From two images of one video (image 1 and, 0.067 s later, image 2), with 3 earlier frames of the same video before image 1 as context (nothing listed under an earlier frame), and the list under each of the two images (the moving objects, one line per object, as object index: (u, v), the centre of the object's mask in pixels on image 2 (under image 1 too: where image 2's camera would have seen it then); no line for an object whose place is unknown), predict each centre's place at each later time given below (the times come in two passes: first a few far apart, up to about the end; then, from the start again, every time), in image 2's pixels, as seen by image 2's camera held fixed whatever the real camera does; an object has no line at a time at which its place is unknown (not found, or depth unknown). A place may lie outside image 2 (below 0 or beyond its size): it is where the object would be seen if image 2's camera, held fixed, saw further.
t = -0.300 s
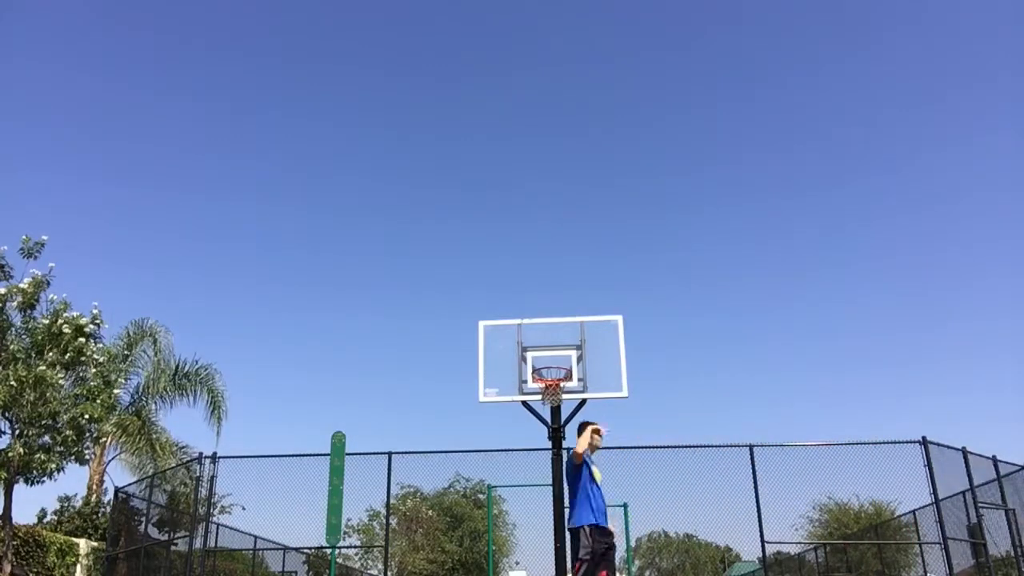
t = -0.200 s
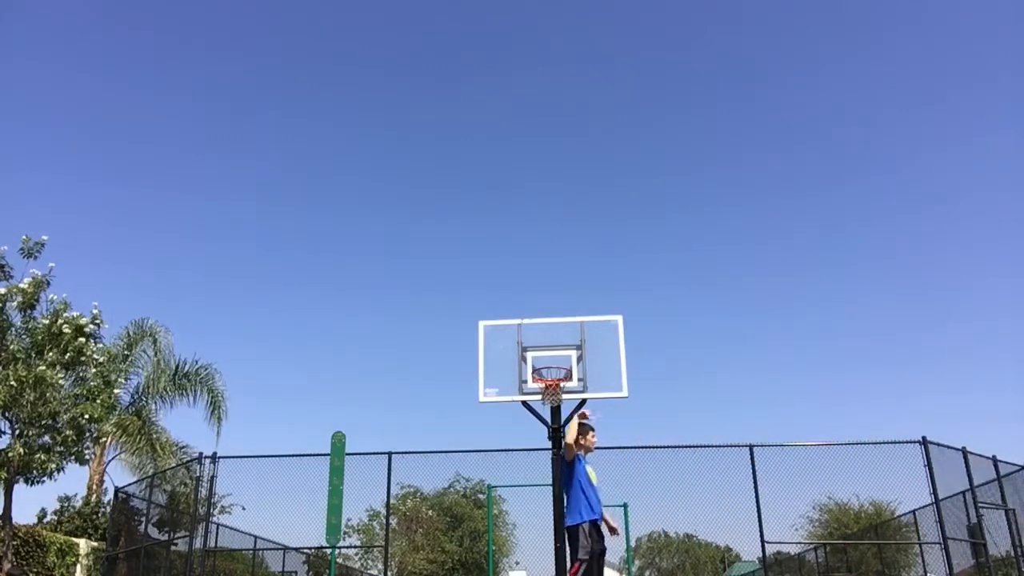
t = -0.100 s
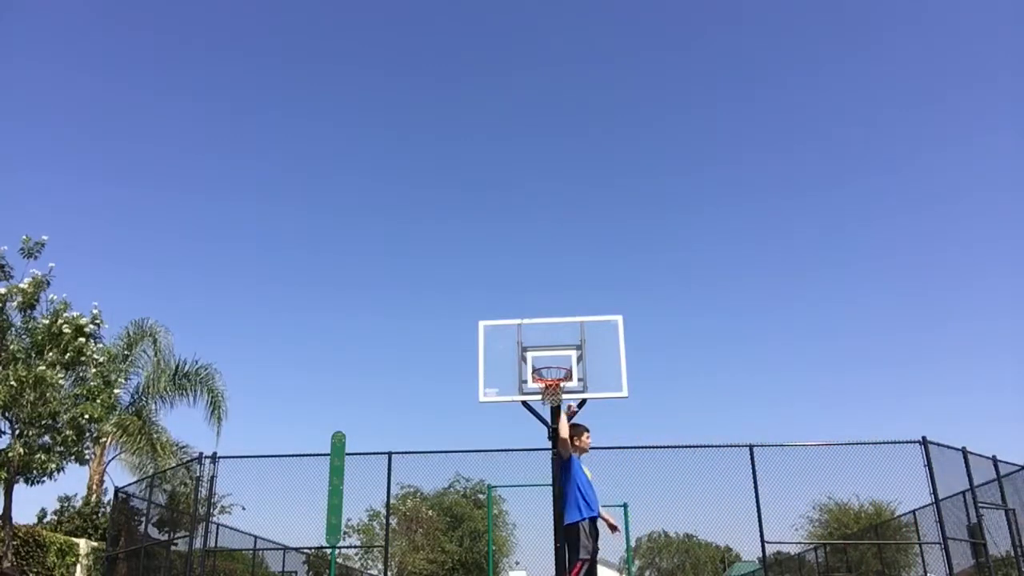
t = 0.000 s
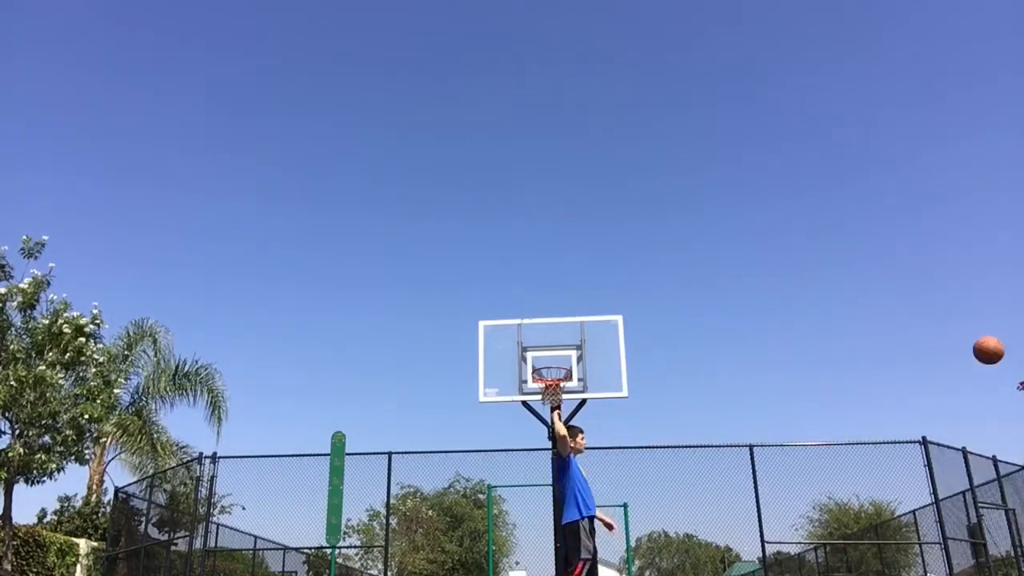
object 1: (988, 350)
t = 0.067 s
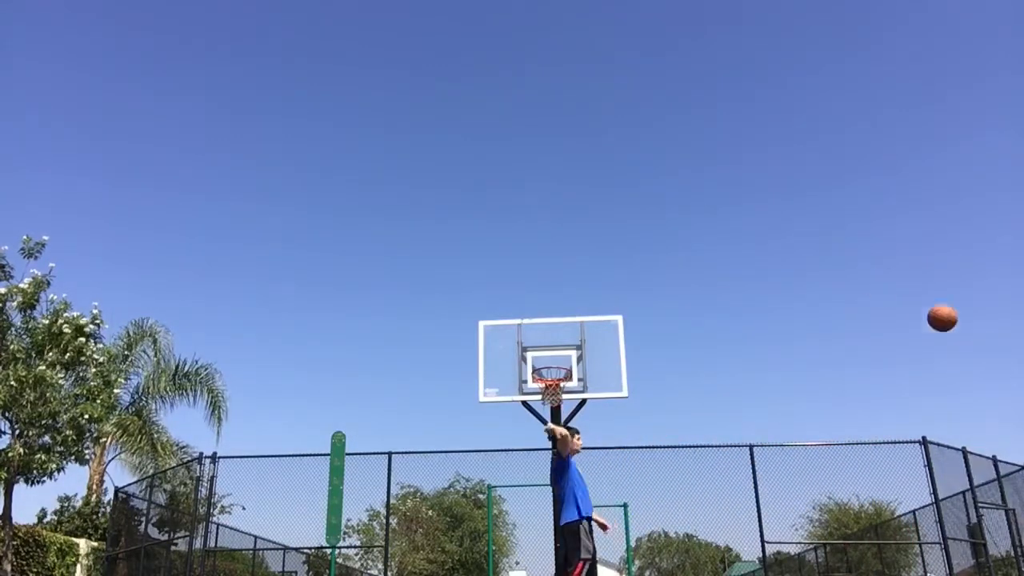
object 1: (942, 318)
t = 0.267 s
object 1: (828, 261)
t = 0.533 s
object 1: (716, 252)
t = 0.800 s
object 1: (629, 297)
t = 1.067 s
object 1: (567, 355)
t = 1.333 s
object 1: (559, 316)
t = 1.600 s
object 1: (554, 328)
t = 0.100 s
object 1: (921, 305)
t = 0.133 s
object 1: (901, 293)
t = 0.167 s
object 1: (882, 283)
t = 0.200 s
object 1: (863, 274)
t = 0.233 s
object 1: (845, 267)
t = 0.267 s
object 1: (828, 261)
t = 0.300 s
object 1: (812, 256)
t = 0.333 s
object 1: (797, 252)
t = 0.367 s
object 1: (782, 250)
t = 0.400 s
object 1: (768, 249)
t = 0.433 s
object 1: (754, 248)
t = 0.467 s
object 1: (741, 249)
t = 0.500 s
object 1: (728, 250)
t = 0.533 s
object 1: (716, 252)
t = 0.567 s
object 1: (704, 255)
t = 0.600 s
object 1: (692, 259)
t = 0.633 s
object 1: (681, 263)
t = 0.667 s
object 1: (670, 268)
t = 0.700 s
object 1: (660, 275)
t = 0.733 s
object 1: (649, 281)
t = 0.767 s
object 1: (639, 289)
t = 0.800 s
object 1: (629, 297)
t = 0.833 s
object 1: (620, 306)
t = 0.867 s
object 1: (611, 316)
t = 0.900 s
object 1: (601, 328)
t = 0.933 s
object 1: (592, 339)
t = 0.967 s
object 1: (583, 350)
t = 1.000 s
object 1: (574, 363)
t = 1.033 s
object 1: (570, 362)
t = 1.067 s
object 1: (567, 355)
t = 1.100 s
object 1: (565, 349)
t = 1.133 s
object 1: (565, 342)
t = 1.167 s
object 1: (563, 336)
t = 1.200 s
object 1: (563, 331)
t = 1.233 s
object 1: (562, 326)
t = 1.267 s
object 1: (561, 322)
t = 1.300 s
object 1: (560, 319)
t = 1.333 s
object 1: (559, 316)
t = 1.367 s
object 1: (559, 315)
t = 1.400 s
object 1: (558, 314)
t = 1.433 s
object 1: (557, 314)
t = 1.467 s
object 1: (557, 315)
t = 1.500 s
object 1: (557, 317)
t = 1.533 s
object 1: (555, 320)
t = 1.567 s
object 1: (555, 323)
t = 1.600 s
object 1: (554, 328)
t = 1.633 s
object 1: (553, 334)
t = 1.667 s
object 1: (553, 340)
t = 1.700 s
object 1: (553, 347)
